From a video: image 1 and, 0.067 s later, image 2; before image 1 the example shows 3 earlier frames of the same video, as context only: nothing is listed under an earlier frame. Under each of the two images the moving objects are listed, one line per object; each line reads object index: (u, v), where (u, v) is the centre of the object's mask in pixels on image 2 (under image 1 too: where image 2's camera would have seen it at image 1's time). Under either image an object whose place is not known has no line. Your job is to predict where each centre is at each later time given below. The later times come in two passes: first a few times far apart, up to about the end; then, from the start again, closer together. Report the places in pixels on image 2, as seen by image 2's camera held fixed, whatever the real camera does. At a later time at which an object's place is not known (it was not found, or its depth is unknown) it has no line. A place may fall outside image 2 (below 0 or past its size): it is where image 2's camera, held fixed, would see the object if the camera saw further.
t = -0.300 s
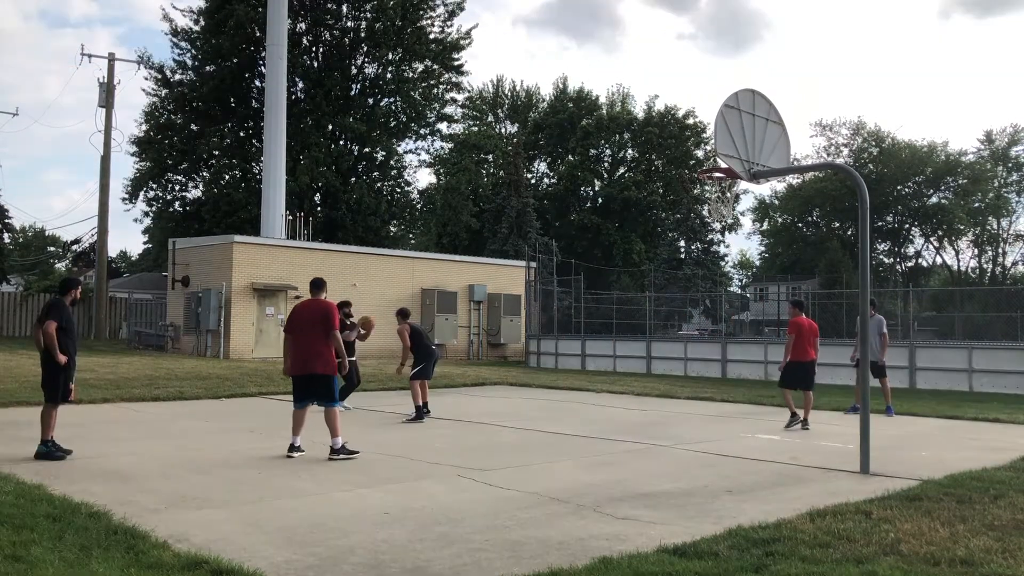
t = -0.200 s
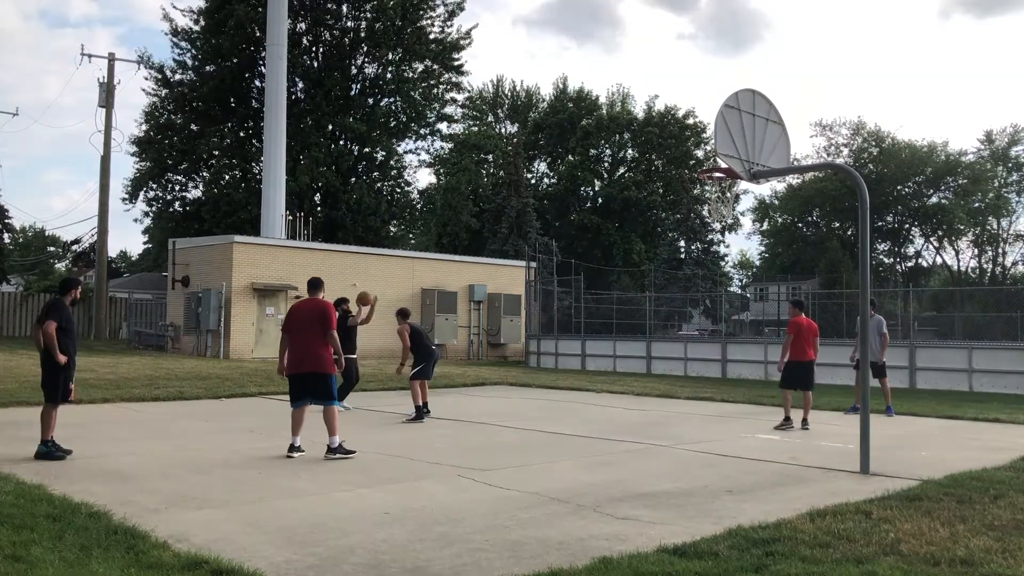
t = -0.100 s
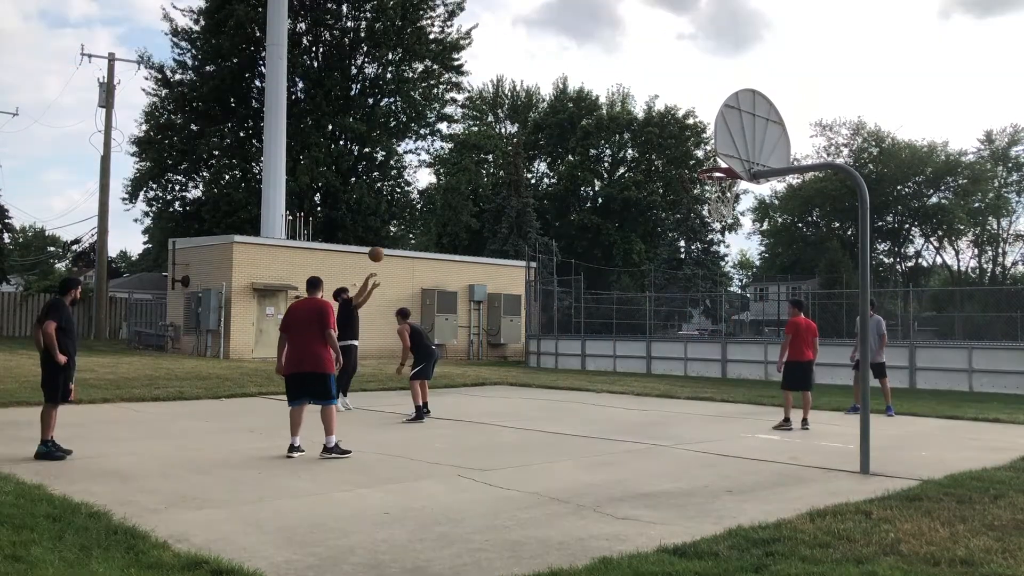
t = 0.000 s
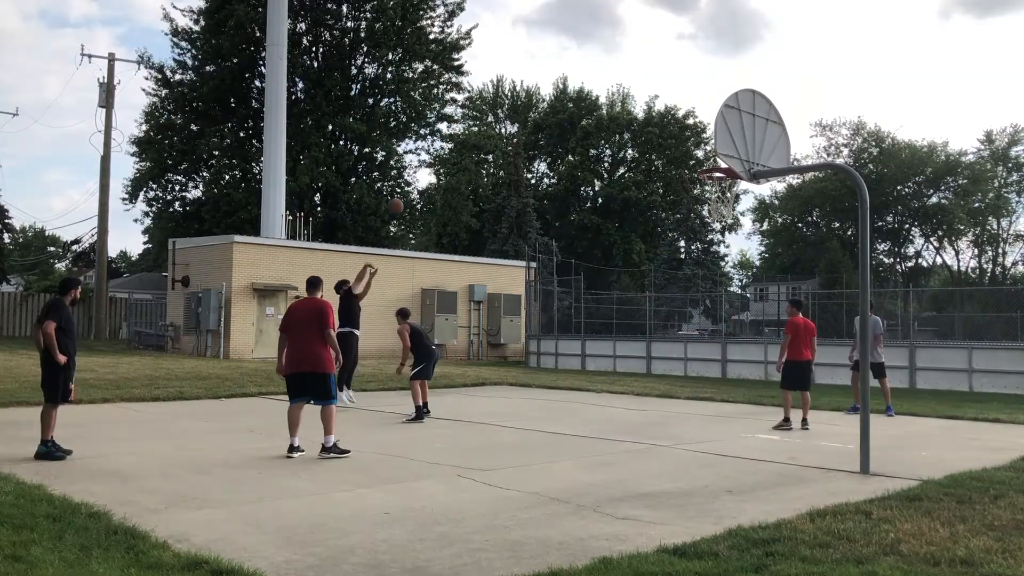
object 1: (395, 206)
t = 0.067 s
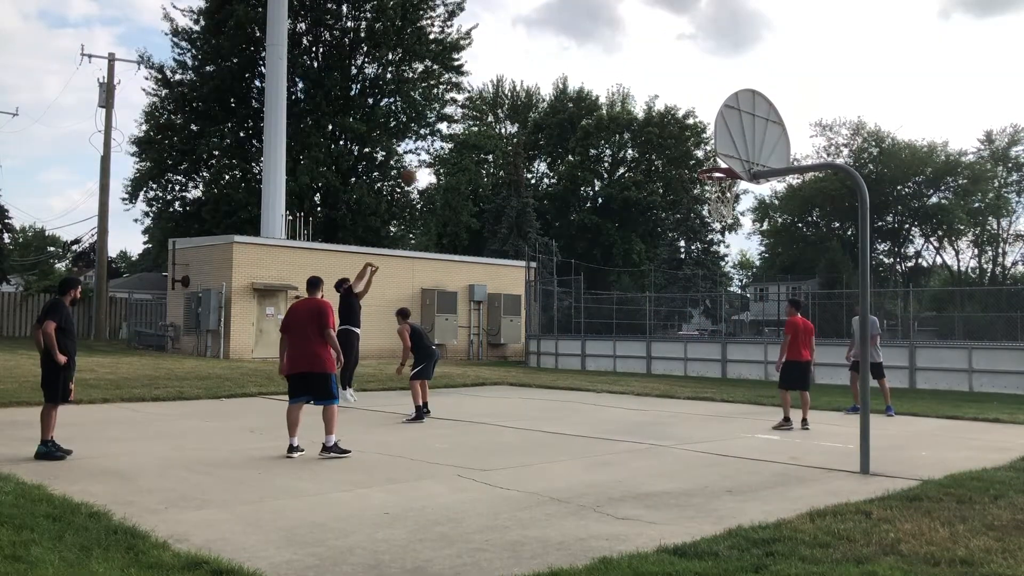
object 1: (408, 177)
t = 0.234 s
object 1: (441, 113)
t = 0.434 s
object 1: (483, 55)
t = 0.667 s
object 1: (534, 18)
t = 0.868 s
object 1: (583, 17)
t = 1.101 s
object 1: (645, 58)
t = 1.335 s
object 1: (711, 153)
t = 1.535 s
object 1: (733, 214)
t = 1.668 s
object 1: (724, 249)
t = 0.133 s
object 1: (421, 149)
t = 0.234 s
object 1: (441, 113)
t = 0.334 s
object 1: (463, 79)
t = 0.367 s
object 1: (468, 71)
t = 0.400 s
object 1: (476, 63)
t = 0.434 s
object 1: (483, 55)
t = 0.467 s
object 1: (490, 47)
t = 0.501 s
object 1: (497, 41)
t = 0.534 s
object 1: (504, 34)
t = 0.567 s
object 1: (512, 29)
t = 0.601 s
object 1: (519, 25)
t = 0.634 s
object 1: (527, 21)
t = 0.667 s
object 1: (534, 18)
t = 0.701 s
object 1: (542, 16)
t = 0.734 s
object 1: (550, 14)
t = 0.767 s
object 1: (558, 14)
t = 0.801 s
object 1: (566, 14)
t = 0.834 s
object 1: (575, 15)
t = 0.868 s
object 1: (583, 17)
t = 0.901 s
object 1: (592, 20)
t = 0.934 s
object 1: (600, 24)
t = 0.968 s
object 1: (609, 29)
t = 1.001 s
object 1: (618, 34)
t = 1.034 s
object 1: (627, 41)
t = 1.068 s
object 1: (636, 49)
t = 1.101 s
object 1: (645, 58)
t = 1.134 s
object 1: (655, 68)
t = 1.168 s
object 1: (665, 79)
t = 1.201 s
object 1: (674, 91)
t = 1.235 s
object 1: (685, 104)
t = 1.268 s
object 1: (694, 119)
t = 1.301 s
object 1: (704, 133)
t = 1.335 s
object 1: (711, 153)
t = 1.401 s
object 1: (735, 187)
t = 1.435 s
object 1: (735, 195)
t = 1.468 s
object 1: (734, 202)
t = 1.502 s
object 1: (733, 208)
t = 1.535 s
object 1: (733, 214)
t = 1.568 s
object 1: (729, 221)
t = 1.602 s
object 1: (727, 229)
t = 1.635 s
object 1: (725, 239)
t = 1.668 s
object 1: (724, 249)
